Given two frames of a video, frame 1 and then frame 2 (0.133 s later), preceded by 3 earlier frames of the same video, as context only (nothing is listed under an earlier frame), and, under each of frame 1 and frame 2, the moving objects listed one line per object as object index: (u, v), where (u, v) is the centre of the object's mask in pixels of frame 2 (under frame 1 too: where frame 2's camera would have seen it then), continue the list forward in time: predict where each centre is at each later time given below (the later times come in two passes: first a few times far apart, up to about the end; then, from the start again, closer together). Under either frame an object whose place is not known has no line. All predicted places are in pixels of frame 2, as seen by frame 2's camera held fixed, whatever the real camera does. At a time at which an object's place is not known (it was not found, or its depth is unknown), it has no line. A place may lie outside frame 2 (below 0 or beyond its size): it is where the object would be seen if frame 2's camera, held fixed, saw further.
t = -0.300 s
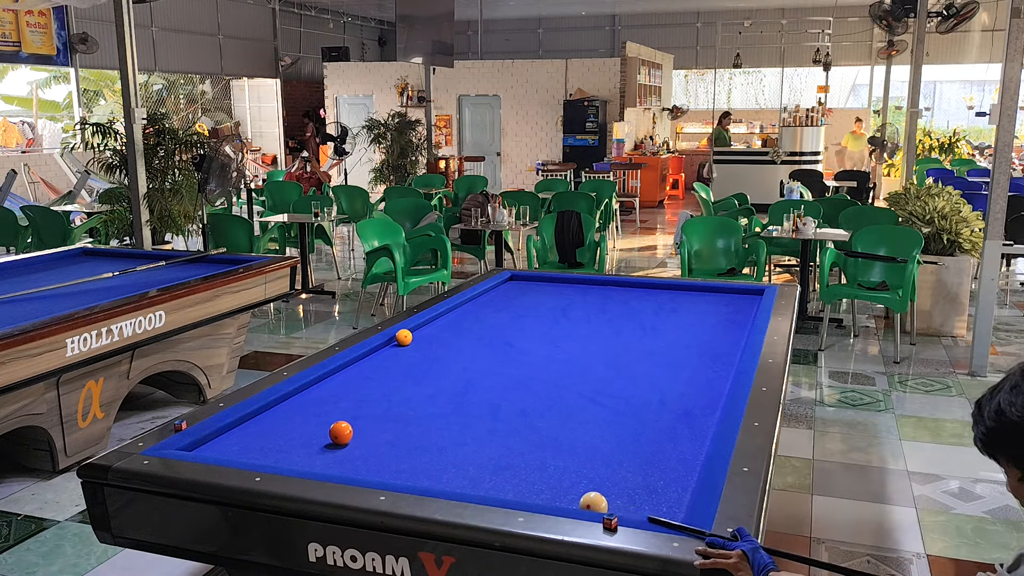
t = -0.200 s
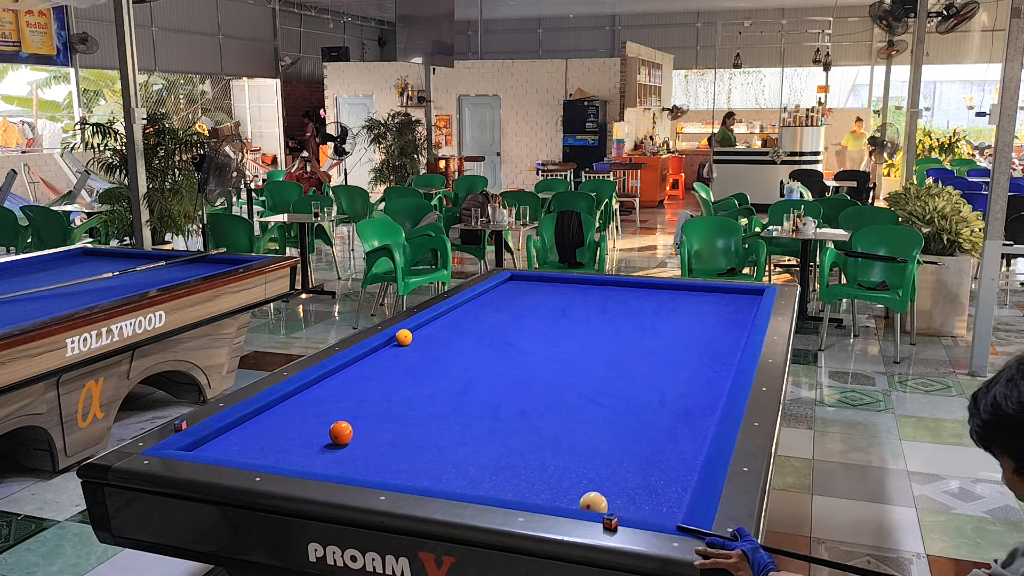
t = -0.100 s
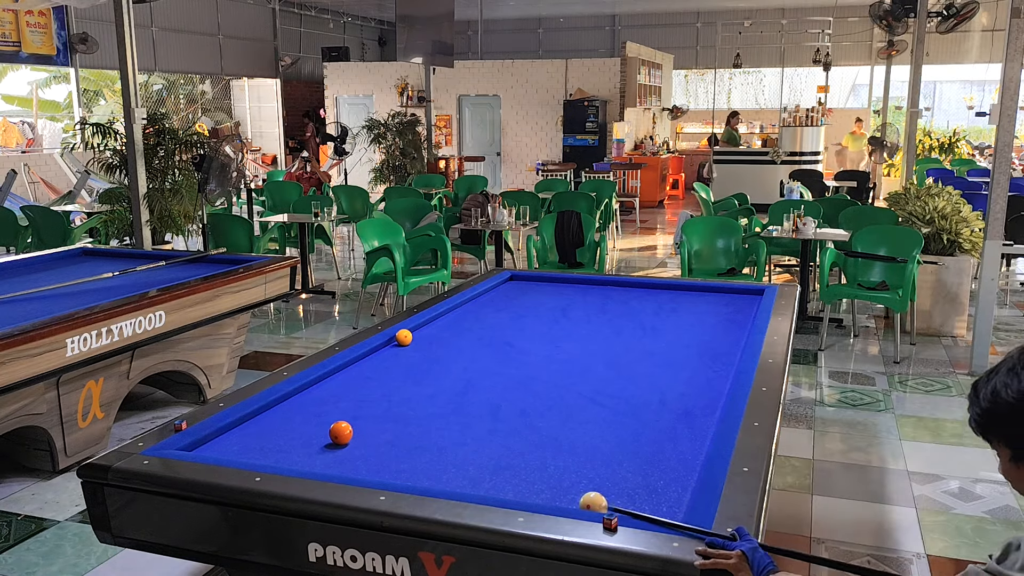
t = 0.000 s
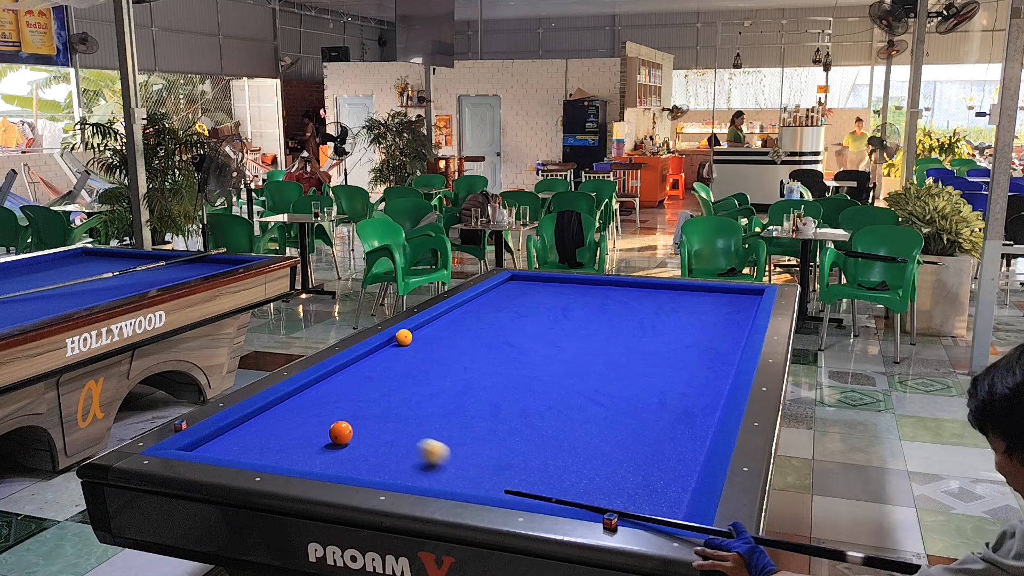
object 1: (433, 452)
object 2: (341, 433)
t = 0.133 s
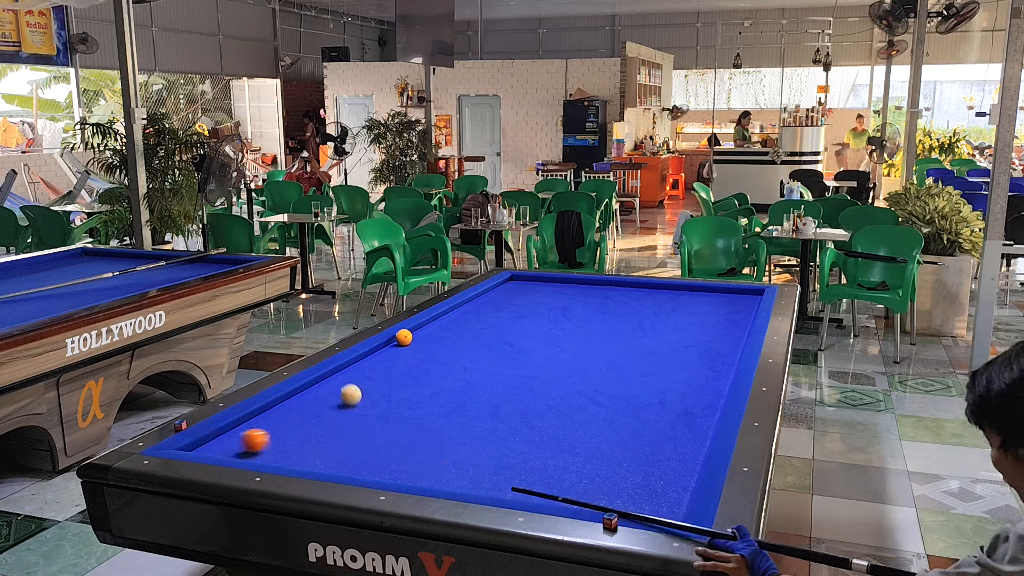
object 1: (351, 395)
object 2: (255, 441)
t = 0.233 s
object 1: (359, 366)
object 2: (211, 450)
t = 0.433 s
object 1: (504, 343)
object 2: (316, 449)
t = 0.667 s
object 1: (626, 321)
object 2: (414, 446)
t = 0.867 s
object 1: (698, 305)
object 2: (493, 443)
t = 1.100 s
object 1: (752, 292)
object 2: (584, 441)
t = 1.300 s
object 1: (747, 303)
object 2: (660, 439)
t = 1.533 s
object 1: (734, 313)
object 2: (681, 426)
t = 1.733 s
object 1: (725, 321)
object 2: (653, 410)
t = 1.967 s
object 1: (714, 331)
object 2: (627, 394)
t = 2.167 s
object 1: (703, 340)
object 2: (607, 381)
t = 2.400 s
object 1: (690, 351)
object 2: (587, 368)
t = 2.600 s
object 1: (678, 361)
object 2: (571, 358)
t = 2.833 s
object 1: (663, 374)
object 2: (554, 348)
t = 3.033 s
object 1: (649, 387)
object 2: (541, 340)
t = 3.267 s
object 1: (631, 402)
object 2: (528, 331)
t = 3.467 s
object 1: (614, 416)
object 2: (517, 324)
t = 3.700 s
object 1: (593, 434)
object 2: (506, 317)
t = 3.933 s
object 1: (569, 455)
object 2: (496, 310)
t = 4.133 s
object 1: (547, 474)
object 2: (487, 305)
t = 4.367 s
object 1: (519, 493)
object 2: (479, 299)
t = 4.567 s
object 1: (524, 483)
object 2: (484, 296)
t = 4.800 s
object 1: (528, 469)
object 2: (497, 293)
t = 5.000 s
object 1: (531, 459)
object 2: (507, 291)
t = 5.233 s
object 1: (534, 447)
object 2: (518, 289)
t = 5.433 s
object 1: (536, 439)
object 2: (528, 287)
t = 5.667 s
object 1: (539, 429)
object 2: (539, 285)
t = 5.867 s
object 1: (541, 422)
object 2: (547, 283)
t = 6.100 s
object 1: (543, 414)
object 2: (557, 281)
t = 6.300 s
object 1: (545, 408)
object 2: (564, 280)
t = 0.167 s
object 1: (346, 383)
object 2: (220, 443)
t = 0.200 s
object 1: (340, 372)
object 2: (197, 445)
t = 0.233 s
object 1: (359, 366)
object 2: (211, 450)
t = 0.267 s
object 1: (387, 361)
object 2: (231, 450)
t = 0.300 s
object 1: (413, 357)
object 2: (249, 450)
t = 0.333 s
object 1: (438, 354)
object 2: (267, 451)
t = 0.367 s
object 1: (461, 350)
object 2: (284, 451)
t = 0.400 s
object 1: (484, 346)
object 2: (300, 450)
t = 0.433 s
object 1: (504, 343)
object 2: (316, 449)
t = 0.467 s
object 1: (525, 339)
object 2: (331, 448)
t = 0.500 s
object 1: (544, 336)
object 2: (345, 448)
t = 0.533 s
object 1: (562, 333)
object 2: (359, 448)
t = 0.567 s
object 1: (579, 330)
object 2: (373, 447)
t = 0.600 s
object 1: (595, 327)
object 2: (386, 447)
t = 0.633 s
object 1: (611, 324)
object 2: (400, 446)
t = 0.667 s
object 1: (626, 321)
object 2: (414, 446)
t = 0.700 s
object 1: (639, 318)
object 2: (427, 445)
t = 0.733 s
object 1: (653, 315)
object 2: (440, 445)
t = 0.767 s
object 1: (665, 313)
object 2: (454, 444)
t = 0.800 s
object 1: (677, 310)
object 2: (467, 444)
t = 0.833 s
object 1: (688, 308)
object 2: (480, 444)
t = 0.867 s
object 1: (698, 305)
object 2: (493, 443)
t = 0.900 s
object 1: (708, 303)
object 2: (506, 443)
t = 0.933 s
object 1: (717, 300)
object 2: (520, 442)
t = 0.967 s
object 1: (726, 298)
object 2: (533, 442)
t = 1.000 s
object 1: (734, 296)
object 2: (546, 442)
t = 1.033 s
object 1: (742, 293)
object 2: (559, 441)
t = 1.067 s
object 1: (748, 291)
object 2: (572, 441)
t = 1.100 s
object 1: (752, 292)
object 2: (584, 441)
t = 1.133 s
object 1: (753, 294)
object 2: (597, 440)
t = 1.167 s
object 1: (755, 296)
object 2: (610, 440)
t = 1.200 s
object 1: (755, 298)
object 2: (623, 439)
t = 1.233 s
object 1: (752, 300)
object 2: (635, 439)
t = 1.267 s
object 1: (750, 302)
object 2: (648, 439)
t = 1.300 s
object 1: (747, 303)
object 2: (660, 439)
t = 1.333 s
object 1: (745, 305)
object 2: (673, 438)
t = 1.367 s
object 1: (742, 306)
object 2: (685, 438)
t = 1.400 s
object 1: (740, 308)
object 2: (698, 437)
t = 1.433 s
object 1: (738, 309)
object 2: (703, 436)
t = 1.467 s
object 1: (737, 310)
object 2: (695, 433)
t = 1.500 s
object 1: (735, 312)
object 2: (687, 430)
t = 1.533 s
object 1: (734, 313)
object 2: (681, 426)
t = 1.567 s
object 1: (732, 314)
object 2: (675, 423)
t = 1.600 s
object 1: (731, 315)
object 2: (670, 421)
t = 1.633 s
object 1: (729, 317)
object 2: (665, 418)
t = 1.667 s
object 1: (728, 318)
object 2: (661, 415)
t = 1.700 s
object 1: (726, 319)
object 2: (657, 413)
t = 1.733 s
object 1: (725, 321)
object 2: (653, 410)
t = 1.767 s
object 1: (723, 322)
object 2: (649, 408)
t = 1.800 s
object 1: (722, 324)
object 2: (645, 405)
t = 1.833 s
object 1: (720, 325)
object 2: (641, 403)
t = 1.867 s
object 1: (719, 326)
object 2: (638, 400)
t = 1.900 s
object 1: (717, 328)
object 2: (634, 398)
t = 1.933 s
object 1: (715, 329)
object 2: (631, 396)
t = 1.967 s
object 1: (714, 331)
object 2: (627, 394)
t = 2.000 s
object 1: (712, 332)
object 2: (624, 392)
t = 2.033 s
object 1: (710, 334)
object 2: (620, 389)
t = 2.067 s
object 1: (709, 335)
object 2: (617, 387)
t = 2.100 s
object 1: (707, 337)
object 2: (614, 385)
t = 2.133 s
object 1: (705, 338)
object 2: (611, 383)
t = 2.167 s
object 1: (703, 340)
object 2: (607, 381)
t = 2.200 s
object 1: (702, 341)
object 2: (604, 379)
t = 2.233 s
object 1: (700, 343)
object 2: (601, 378)
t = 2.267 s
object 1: (698, 344)
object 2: (598, 376)
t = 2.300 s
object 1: (696, 346)
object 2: (595, 374)
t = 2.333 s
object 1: (694, 348)
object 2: (592, 372)
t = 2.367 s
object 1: (692, 349)
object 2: (590, 370)
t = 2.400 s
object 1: (690, 351)
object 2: (587, 368)
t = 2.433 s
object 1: (688, 353)
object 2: (584, 367)
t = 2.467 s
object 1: (686, 354)
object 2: (581, 365)
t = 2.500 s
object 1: (684, 356)
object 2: (579, 363)
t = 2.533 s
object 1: (682, 357)
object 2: (576, 362)
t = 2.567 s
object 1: (680, 360)
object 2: (573, 360)
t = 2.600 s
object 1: (678, 361)
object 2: (571, 358)
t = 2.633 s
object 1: (676, 363)
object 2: (568, 357)
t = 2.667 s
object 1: (674, 365)
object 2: (566, 355)
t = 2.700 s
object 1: (672, 367)
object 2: (563, 354)
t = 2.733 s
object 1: (670, 368)
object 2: (561, 352)
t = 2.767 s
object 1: (667, 371)
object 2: (559, 351)
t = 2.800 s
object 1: (665, 372)
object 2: (556, 349)
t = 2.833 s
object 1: (663, 374)
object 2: (554, 348)
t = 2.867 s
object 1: (661, 376)
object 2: (552, 347)
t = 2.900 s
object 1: (659, 378)
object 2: (550, 345)
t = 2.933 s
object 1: (656, 380)
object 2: (547, 344)
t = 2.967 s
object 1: (654, 383)
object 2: (546, 343)
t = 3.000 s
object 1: (652, 384)
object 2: (544, 341)
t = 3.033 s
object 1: (649, 387)
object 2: (541, 340)
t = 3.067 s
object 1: (647, 388)
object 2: (540, 338)
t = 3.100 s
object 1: (644, 391)
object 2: (537, 337)
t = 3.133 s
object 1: (642, 393)
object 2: (535, 336)
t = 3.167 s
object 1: (639, 395)
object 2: (534, 335)
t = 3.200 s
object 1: (637, 397)
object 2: (532, 333)
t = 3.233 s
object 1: (634, 400)
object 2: (530, 332)
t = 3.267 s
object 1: (631, 402)
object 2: (528, 331)
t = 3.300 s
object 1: (628, 404)
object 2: (526, 330)
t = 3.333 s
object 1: (626, 407)
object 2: (524, 329)
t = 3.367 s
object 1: (623, 409)
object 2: (523, 327)
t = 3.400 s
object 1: (620, 411)
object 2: (521, 326)
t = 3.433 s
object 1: (617, 414)
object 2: (519, 325)
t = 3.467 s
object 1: (614, 416)
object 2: (517, 324)
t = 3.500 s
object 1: (611, 419)
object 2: (516, 323)
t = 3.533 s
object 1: (609, 421)
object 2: (514, 322)
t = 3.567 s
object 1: (605, 424)
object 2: (512, 321)
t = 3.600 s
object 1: (602, 426)
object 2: (511, 320)
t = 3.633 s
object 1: (599, 429)
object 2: (509, 319)
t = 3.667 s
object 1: (596, 432)
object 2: (508, 318)
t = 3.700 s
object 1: (593, 434)
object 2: (506, 317)
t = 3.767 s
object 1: (587, 440)
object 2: (503, 315)
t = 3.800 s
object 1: (583, 443)
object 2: (501, 314)
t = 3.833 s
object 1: (580, 446)
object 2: (500, 313)
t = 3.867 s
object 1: (576, 449)
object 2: (499, 312)
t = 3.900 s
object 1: (573, 452)
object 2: (497, 311)
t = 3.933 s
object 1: (569, 455)
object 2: (496, 310)
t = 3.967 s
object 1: (566, 458)
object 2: (494, 309)
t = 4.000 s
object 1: (562, 461)
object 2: (493, 308)
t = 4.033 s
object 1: (559, 464)
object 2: (492, 307)
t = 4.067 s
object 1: (555, 468)
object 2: (490, 307)
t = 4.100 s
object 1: (551, 471)
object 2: (489, 306)
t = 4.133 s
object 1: (547, 474)
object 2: (487, 305)
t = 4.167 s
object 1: (543, 478)
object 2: (486, 304)
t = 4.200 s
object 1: (539, 481)
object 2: (485, 303)
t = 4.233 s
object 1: (535, 485)
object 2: (484, 302)
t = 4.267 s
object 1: (531, 488)
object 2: (482, 301)
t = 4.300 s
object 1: (527, 490)
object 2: (481, 301)
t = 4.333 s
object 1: (523, 492)
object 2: (480, 300)
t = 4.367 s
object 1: (519, 493)
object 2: (479, 299)
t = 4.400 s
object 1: (520, 492)
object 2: (477, 298)
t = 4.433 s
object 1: (522, 490)
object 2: (476, 298)
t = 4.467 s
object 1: (522, 488)
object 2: (477, 297)
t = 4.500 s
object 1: (523, 487)
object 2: (480, 297)
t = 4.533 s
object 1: (523, 486)
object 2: (482, 296)
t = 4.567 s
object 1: (524, 483)
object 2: (484, 296)
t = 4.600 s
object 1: (525, 481)
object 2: (485, 296)
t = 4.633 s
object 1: (525, 479)
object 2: (487, 295)
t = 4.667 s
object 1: (526, 477)
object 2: (490, 295)
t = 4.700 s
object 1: (526, 475)
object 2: (491, 294)
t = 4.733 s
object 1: (527, 473)
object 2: (493, 294)
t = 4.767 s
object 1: (527, 471)
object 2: (495, 294)
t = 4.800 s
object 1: (528, 469)
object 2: (497, 293)
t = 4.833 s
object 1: (529, 468)
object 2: (498, 293)
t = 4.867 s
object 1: (529, 466)
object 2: (500, 293)
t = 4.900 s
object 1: (530, 464)
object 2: (502, 292)
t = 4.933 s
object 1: (530, 462)
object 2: (504, 292)
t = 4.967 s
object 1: (530, 461)
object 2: (505, 292)
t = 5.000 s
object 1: (531, 459)
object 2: (507, 291)
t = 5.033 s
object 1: (532, 457)
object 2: (509, 291)
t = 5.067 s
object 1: (532, 455)
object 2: (510, 290)
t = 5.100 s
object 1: (532, 454)
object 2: (512, 290)
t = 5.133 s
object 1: (533, 452)
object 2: (514, 290)
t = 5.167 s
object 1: (533, 451)
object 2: (515, 290)
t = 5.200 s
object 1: (534, 449)
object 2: (517, 289)
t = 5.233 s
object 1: (534, 447)
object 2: (518, 289)
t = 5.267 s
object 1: (534, 446)
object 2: (520, 289)
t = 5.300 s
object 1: (535, 444)
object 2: (522, 288)
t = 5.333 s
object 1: (535, 443)
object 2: (523, 288)
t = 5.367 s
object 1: (536, 441)
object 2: (525, 288)
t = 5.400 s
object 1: (536, 440)
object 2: (527, 287)
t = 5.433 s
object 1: (536, 439)
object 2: (528, 287)
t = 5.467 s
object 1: (537, 437)
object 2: (530, 287)
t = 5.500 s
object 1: (537, 436)
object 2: (531, 286)
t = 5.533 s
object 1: (538, 434)
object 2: (532, 286)
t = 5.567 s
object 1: (538, 433)
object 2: (534, 286)
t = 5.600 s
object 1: (538, 432)
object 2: (536, 286)
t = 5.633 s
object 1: (539, 431)
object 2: (537, 285)
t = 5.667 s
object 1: (539, 429)
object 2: (539, 285)
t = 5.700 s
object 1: (539, 428)
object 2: (540, 285)
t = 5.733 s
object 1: (540, 427)
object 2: (541, 284)
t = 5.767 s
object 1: (540, 426)
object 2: (543, 284)
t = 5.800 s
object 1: (540, 425)
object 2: (544, 284)
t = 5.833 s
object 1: (541, 423)
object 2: (546, 284)
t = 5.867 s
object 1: (541, 422)
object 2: (547, 283)
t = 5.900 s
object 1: (541, 421)
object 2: (548, 283)
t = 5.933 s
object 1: (542, 420)
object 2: (550, 283)
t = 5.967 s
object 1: (542, 419)
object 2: (551, 282)
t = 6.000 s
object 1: (542, 417)
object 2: (553, 282)
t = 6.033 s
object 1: (542, 416)
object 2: (554, 282)
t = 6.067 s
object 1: (543, 415)
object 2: (555, 282)
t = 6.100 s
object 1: (543, 414)
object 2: (557, 281)
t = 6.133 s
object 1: (543, 413)
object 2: (558, 281)
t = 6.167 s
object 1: (544, 412)
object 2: (559, 281)
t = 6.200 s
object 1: (544, 411)
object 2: (560, 280)
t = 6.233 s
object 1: (544, 410)
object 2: (562, 280)
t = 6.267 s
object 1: (545, 409)
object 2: (563, 280)
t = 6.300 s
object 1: (545, 408)
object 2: (564, 280)
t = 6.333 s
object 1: (545, 407)
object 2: (565, 279)
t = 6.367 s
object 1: (546, 406)
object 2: (566, 279)
